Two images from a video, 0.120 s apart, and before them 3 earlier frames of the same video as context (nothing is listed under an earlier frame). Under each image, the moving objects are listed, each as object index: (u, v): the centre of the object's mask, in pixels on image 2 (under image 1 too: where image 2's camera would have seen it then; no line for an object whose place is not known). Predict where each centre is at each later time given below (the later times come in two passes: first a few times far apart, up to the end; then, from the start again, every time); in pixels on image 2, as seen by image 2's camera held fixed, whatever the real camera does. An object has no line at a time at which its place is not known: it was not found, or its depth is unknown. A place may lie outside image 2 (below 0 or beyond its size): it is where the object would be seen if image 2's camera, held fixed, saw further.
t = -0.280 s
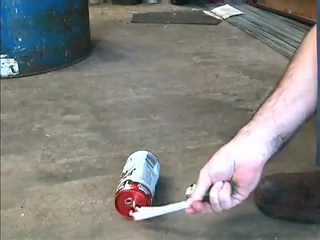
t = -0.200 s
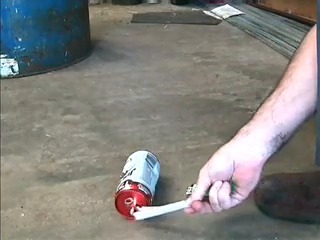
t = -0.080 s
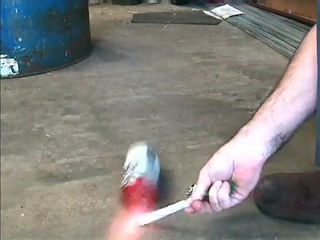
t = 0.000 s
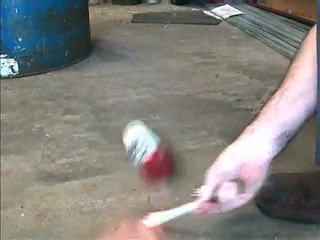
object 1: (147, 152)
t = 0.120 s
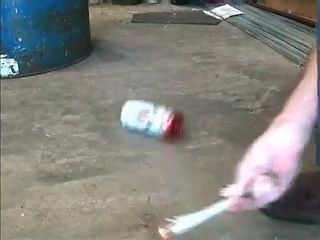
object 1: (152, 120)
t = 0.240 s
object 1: (153, 102)
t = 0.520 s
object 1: (143, 84)
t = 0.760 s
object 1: (121, 77)
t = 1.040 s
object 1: (103, 70)
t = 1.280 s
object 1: (91, 66)
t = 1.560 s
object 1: (79, 62)
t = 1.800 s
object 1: (73, 59)
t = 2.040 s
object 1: (72, 59)
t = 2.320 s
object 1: (72, 60)
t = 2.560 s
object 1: (73, 60)
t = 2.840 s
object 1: (72, 60)
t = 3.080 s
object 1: (73, 60)
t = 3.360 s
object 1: (73, 60)
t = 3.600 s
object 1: (72, 60)
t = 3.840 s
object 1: (72, 60)
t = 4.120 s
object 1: (72, 60)
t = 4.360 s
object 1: (72, 60)
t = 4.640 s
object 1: (72, 60)
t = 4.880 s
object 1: (72, 60)
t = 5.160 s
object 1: (73, 60)
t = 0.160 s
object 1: (153, 113)
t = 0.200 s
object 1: (154, 107)
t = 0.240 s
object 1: (153, 102)
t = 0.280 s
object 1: (154, 97)
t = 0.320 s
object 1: (153, 93)
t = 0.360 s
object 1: (153, 91)
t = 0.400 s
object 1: (152, 88)
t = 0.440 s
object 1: (150, 87)
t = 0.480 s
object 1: (147, 86)
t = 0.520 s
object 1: (143, 84)
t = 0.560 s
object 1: (140, 82)
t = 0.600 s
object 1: (136, 81)
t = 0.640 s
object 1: (133, 80)
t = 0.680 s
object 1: (129, 79)
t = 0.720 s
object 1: (124, 78)
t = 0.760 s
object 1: (121, 77)
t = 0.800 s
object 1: (118, 75)
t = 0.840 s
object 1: (116, 74)
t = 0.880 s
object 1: (113, 73)
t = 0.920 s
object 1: (110, 73)
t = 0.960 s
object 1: (107, 71)
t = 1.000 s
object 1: (105, 70)
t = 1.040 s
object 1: (103, 70)
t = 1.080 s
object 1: (100, 70)
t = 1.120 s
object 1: (98, 69)
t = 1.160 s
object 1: (96, 68)
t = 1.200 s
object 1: (94, 67)
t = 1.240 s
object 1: (92, 66)
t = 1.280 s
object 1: (91, 66)
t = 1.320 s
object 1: (89, 66)
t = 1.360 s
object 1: (87, 65)
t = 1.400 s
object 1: (84, 64)
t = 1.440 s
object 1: (82, 63)
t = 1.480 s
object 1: (81, 63)
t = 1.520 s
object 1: (79, 62)
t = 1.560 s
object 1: (79, 62)
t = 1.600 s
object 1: (78, 61)
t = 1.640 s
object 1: (76, 60)
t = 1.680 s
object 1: (75, 60)
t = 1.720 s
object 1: (74, 59)
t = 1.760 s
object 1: (73, 59)
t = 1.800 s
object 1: (73, 59)
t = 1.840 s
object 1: (72, 59)
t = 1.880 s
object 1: (72, 59)
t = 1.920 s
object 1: (72, 59)
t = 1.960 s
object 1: (72, 59)
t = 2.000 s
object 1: (72, 59)
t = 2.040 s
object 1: (72, 59)
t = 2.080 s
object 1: (73, 60)
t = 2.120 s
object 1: (73, 60)
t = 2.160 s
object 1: (74, 60)
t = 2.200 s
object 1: (73, 60)
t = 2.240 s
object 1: (73, 60)
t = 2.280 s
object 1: (73, 60)
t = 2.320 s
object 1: (72, 60)
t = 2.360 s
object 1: (72, 59)
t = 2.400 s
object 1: (72, 60)
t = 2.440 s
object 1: (72, 60)
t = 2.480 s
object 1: (72, 60)
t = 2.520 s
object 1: (72, 60)
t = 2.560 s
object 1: (73, 60)
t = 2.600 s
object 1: (73, 60)
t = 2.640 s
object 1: (73, 60)
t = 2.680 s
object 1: (73, 60)
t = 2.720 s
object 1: (73, 60)
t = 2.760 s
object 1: (72, 60)
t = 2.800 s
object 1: (72, 59)
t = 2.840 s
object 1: (72, 60)
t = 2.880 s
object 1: (72, 60)
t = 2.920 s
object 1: (72, 60)
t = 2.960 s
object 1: (72, 60)
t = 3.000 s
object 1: (72, 60)
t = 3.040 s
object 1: (73, 60)
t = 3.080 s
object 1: (73, 60)
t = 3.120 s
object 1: (73, 60)
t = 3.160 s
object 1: (73, 60)
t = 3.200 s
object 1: (73, 60)
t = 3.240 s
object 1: (73, 60)
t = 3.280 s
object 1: (73, 60)
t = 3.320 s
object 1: (73, 60)
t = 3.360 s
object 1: (73, 60)
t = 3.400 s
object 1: (73, 60)
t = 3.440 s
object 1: (73, 60)
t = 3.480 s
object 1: (73, 60)
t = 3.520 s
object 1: (73, 60)
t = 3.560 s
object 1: (72, 60)
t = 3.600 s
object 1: (72, 60)
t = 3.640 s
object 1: (72, 60)
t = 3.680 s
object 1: (73, 60)
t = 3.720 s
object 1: (72, 60)
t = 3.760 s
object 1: (72, 60)
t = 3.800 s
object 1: (72, 60)
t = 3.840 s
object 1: (72, 60)
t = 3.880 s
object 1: (72, 60)
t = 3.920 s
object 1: (72, 60)
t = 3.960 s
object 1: (72, 60)
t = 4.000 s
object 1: (72, 60)
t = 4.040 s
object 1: (72, 60)
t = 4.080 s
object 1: (72, 60)
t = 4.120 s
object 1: (72, 60)
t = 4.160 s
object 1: (72, 60)
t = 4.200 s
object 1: (73, 60)
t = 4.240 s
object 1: (72, 60)
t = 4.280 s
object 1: (72, 60)
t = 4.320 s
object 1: (72, 60)
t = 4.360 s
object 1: (72, 60)
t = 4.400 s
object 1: (72, 60)
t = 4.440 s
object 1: (73, 60)
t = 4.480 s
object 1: (73, 60)
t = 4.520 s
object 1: (72, 60)
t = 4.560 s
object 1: (72, 60)
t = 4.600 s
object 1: (72, 60)
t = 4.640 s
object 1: (72, 60)
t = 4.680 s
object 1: (72, 60)
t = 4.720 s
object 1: (73, 60)
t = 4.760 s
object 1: (73, 60)
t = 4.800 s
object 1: (73, 60)
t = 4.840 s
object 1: (73, 60)
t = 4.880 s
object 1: (72, 60)
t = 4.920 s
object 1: (72, 60)
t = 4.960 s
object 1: (72, 60)
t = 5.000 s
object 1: (72, 60)
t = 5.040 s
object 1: (72, 60)
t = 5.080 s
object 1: (72, 60)
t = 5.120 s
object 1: (73, 60)
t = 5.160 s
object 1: (73, 60)
